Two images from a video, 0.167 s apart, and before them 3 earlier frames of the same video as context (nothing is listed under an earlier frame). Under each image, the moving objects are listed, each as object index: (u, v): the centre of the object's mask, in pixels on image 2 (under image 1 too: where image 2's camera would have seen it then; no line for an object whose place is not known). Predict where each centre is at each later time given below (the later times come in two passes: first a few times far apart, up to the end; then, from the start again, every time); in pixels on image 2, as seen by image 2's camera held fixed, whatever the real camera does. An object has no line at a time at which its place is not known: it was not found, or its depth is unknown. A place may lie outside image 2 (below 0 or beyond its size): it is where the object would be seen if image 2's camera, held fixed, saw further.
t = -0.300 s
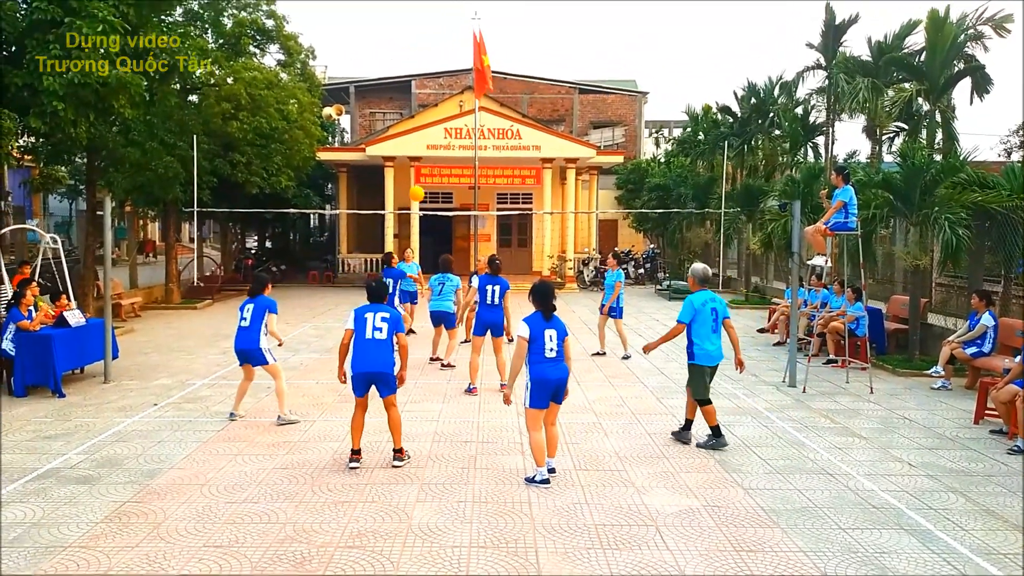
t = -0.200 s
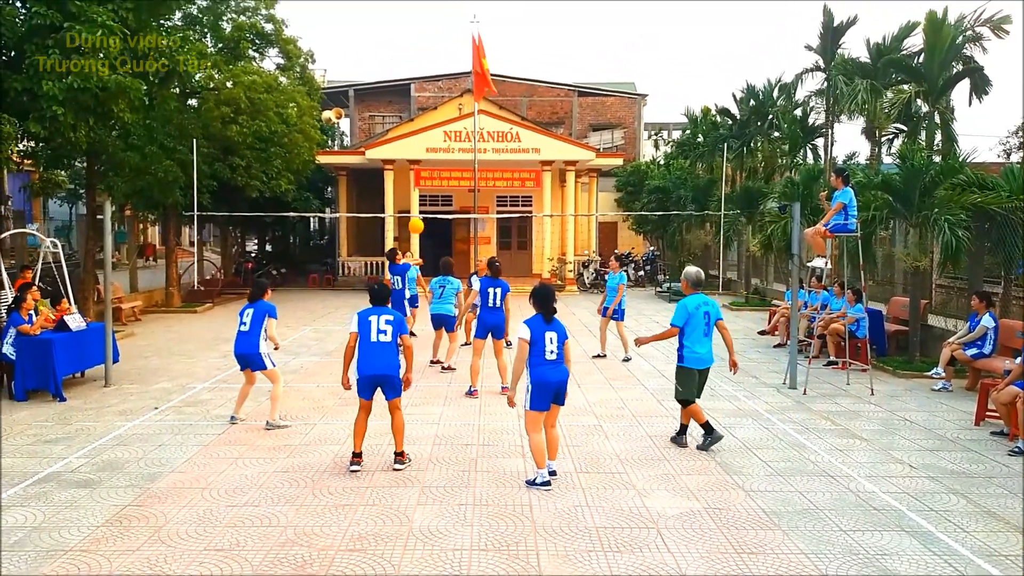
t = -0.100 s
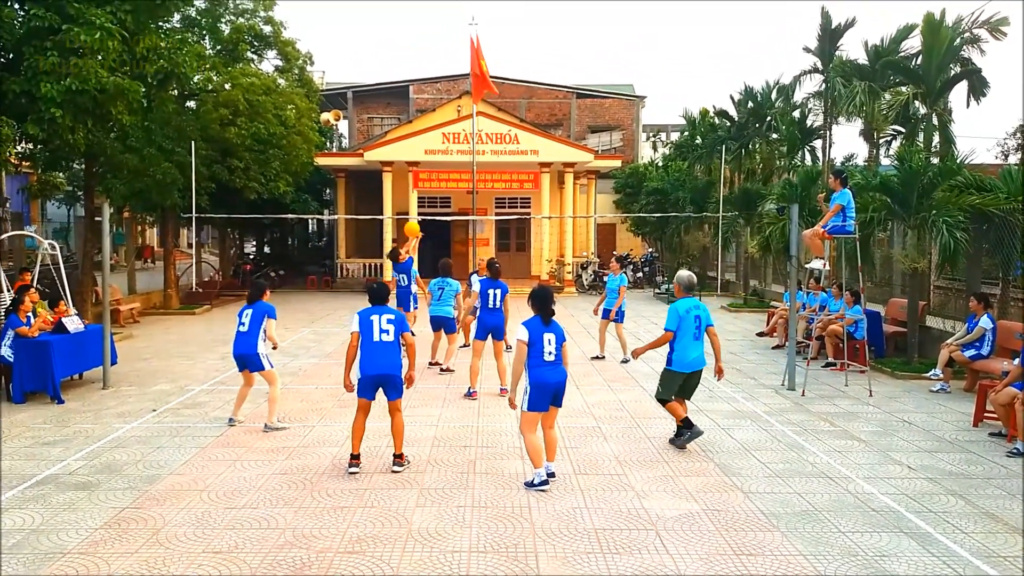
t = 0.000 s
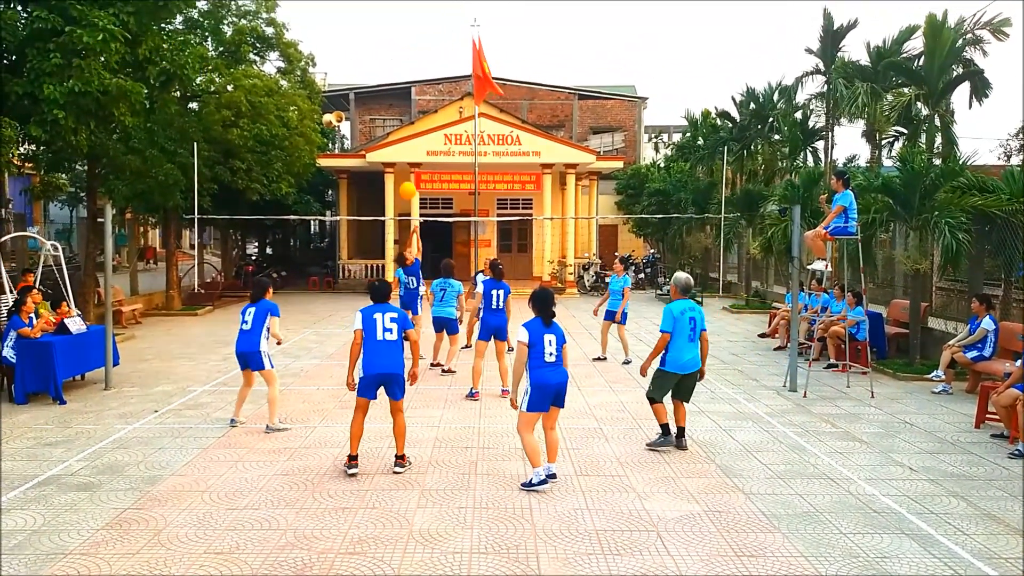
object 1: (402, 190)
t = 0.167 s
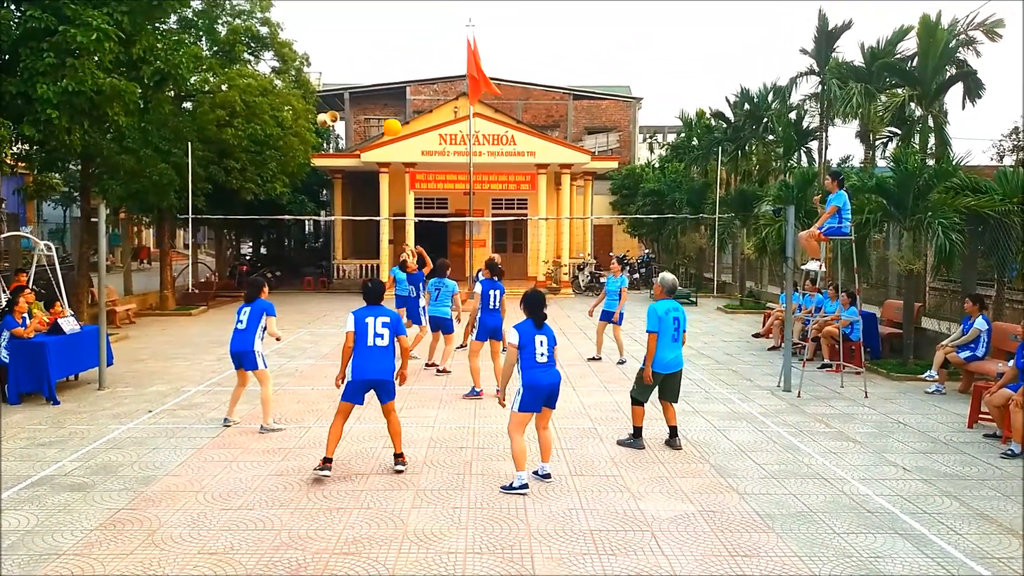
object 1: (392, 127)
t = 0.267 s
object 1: (386, 97)
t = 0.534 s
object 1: (370, 39)
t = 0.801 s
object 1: (351, 43)
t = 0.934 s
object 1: (341, 78)
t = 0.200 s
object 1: (390, 117)
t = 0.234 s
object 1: (388, 106)
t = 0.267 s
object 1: (386, 97)
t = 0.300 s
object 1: (384, 88)
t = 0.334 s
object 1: (383, 80)
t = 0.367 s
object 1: (381, 70)
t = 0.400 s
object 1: (378, 63)
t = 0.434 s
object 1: (376, 55)
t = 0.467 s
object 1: (374, 48)
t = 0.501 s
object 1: (372, 43)
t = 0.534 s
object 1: (370, 39)
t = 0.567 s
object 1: (368, 37)
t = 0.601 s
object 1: (366, 35)
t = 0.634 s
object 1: (363, 33)
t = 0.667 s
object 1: (361, 33)
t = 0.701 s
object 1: (359, 33)
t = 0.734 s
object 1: (356, 35)
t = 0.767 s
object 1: (354, 39)
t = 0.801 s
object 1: (351, 43)
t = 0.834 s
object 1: (348, 49)
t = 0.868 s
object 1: (346, 57)
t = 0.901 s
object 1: (343, 66)
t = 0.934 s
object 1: (341, 78)
